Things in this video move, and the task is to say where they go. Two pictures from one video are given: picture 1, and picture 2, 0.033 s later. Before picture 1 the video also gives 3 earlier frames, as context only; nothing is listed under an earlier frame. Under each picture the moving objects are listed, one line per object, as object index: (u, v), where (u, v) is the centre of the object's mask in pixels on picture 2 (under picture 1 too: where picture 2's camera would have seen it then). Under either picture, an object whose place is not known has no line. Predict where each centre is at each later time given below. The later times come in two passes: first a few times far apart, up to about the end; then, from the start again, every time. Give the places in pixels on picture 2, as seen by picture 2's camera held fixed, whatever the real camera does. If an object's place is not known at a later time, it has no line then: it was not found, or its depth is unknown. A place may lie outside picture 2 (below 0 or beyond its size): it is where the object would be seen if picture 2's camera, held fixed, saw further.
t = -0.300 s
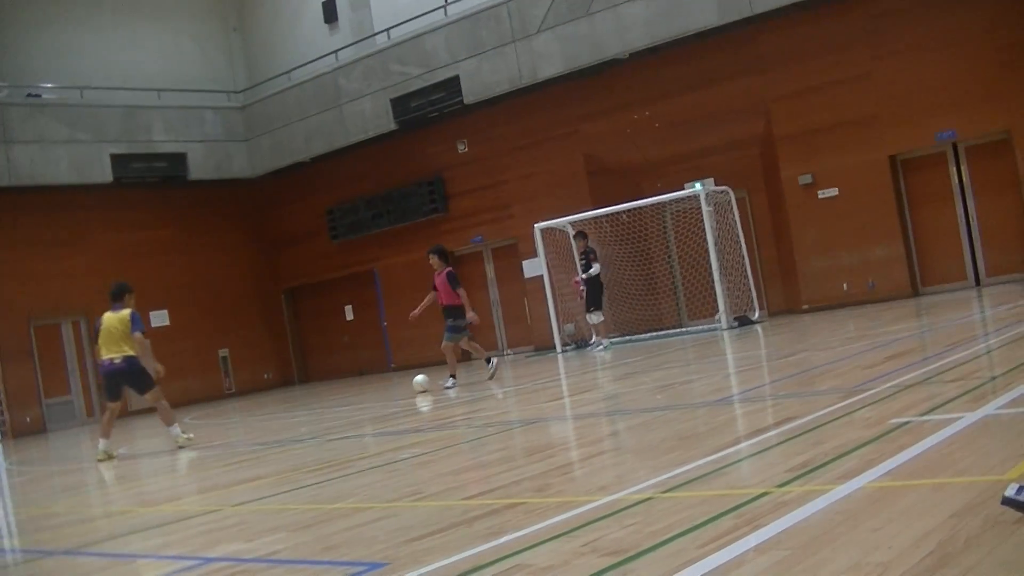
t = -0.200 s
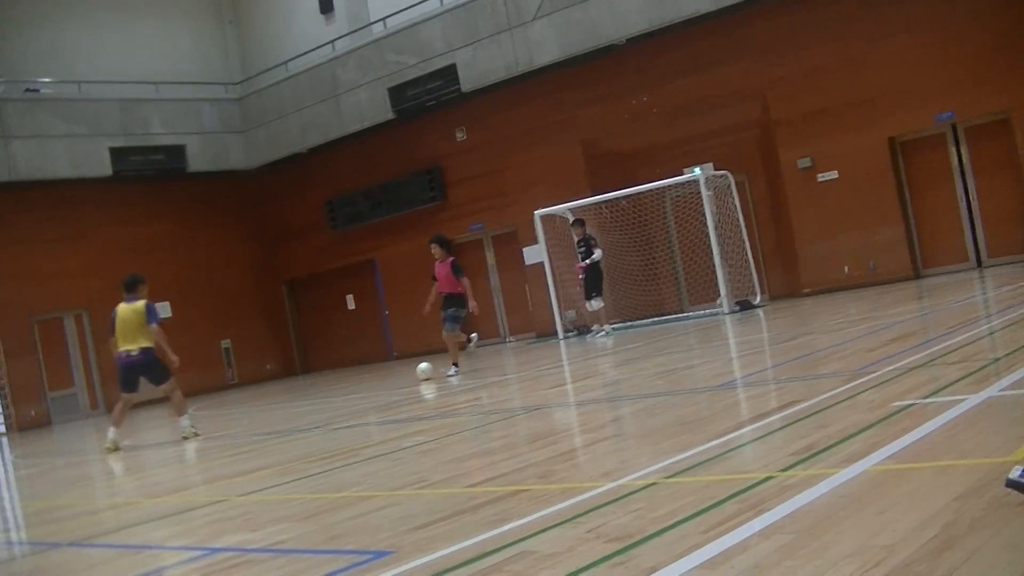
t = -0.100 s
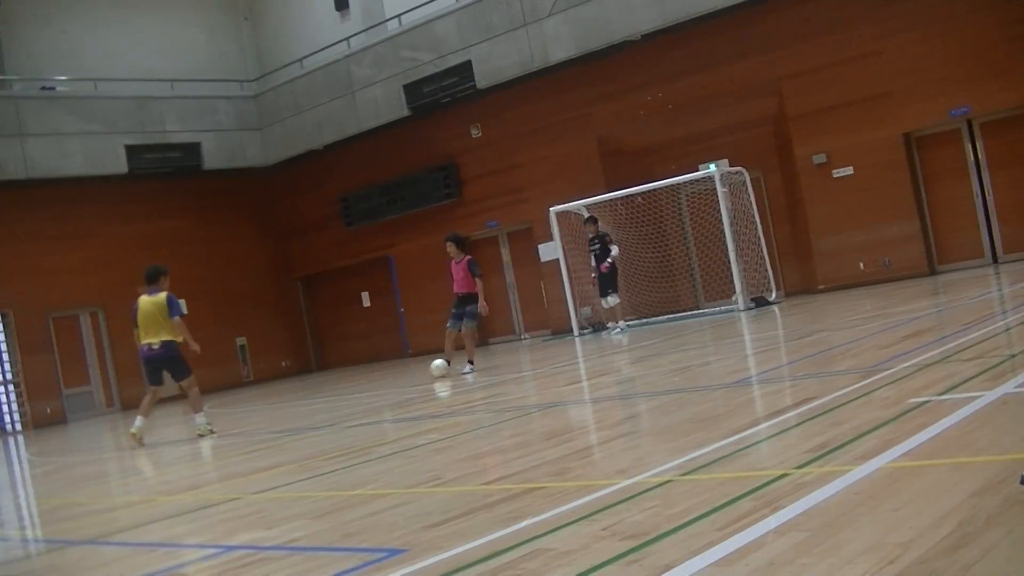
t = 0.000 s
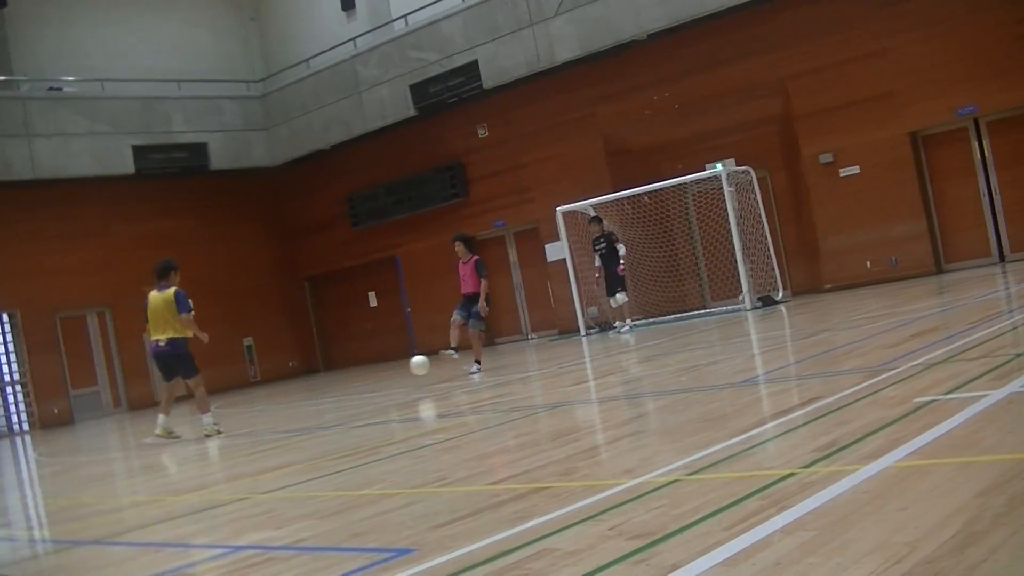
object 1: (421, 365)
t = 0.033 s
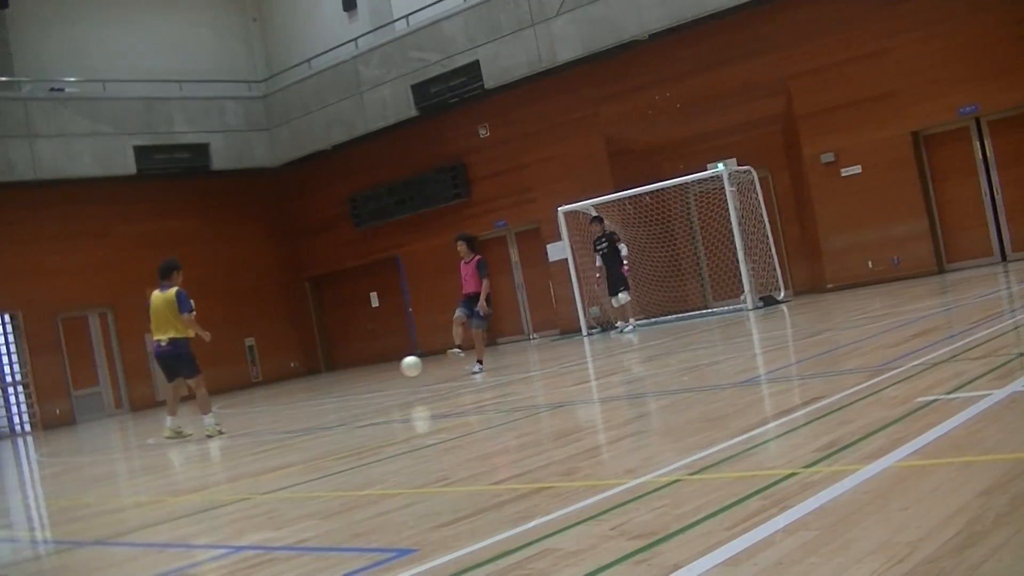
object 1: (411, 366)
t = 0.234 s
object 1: (346, 398)
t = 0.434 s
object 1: (264, 435)
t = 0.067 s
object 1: (401, 368)
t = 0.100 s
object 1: (391, 371)
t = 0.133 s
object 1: (381, 376)
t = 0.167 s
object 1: (371, 382)
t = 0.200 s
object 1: (359, 389)
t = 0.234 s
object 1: (346, 398)
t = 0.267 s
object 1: (334, 412)
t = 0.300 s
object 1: (322, 418)
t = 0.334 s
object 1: (308, 419)
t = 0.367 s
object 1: (295, 422)
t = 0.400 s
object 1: (280, 426)
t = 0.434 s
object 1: (264, 435)
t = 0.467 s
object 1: (248, 446)
